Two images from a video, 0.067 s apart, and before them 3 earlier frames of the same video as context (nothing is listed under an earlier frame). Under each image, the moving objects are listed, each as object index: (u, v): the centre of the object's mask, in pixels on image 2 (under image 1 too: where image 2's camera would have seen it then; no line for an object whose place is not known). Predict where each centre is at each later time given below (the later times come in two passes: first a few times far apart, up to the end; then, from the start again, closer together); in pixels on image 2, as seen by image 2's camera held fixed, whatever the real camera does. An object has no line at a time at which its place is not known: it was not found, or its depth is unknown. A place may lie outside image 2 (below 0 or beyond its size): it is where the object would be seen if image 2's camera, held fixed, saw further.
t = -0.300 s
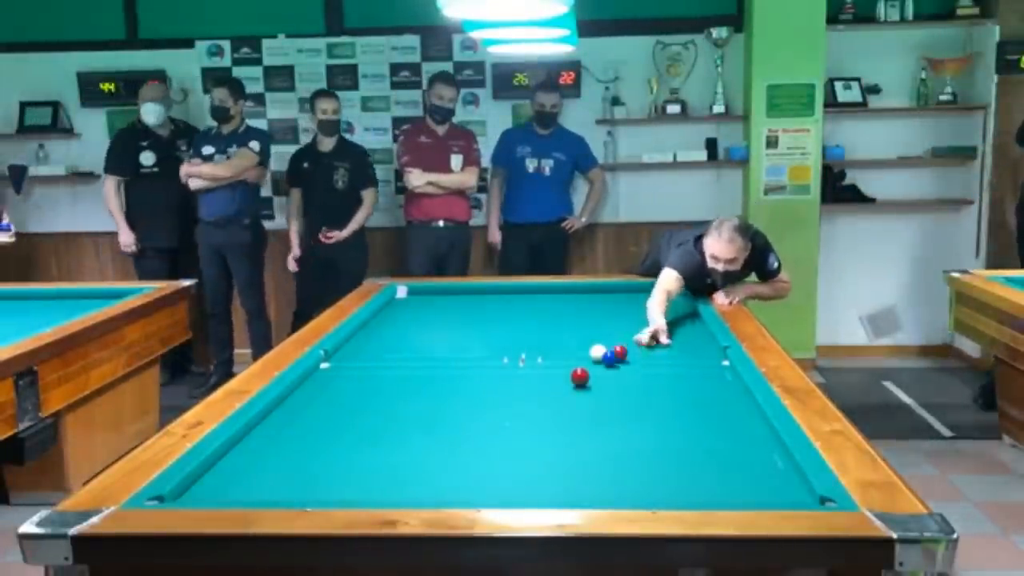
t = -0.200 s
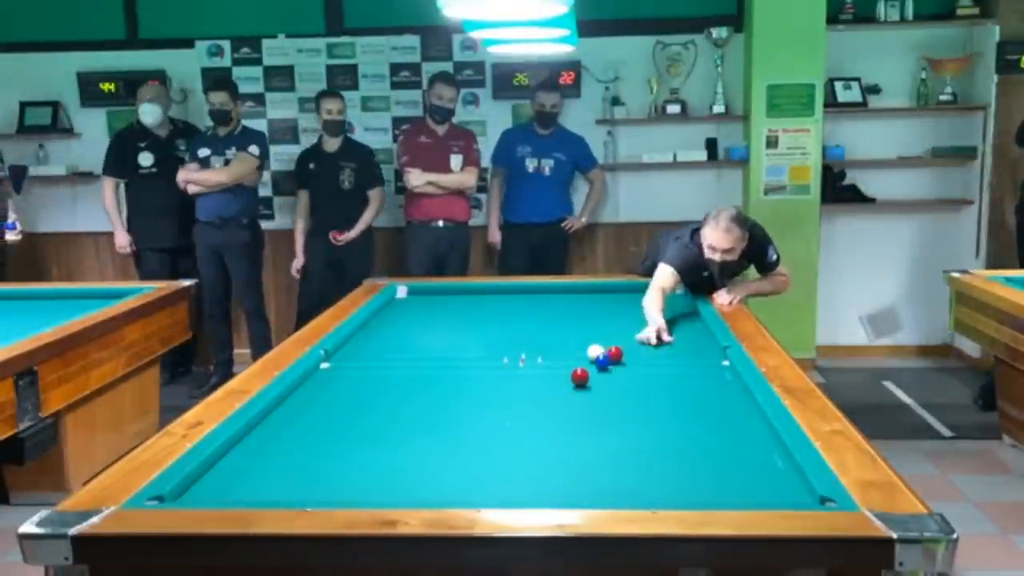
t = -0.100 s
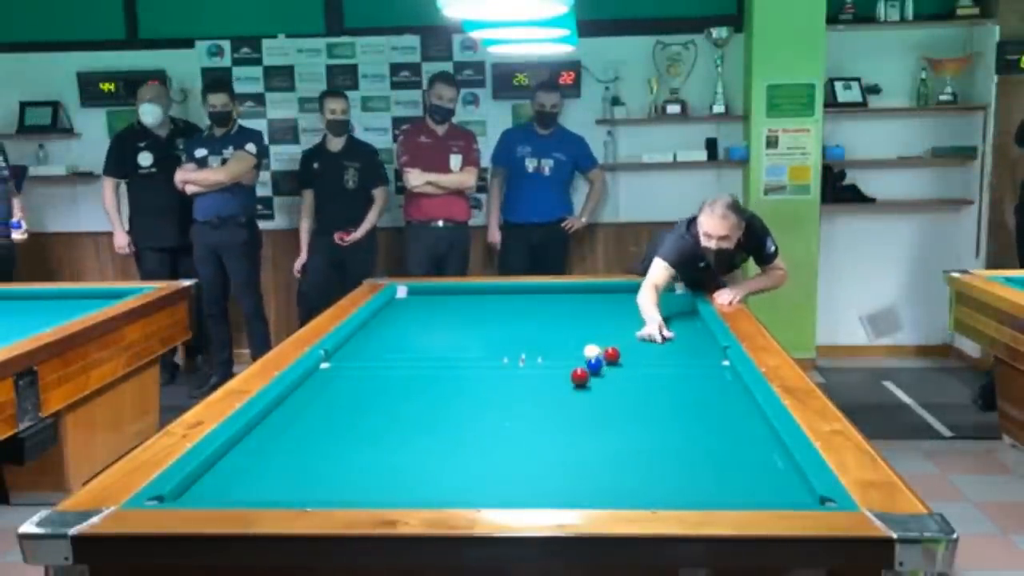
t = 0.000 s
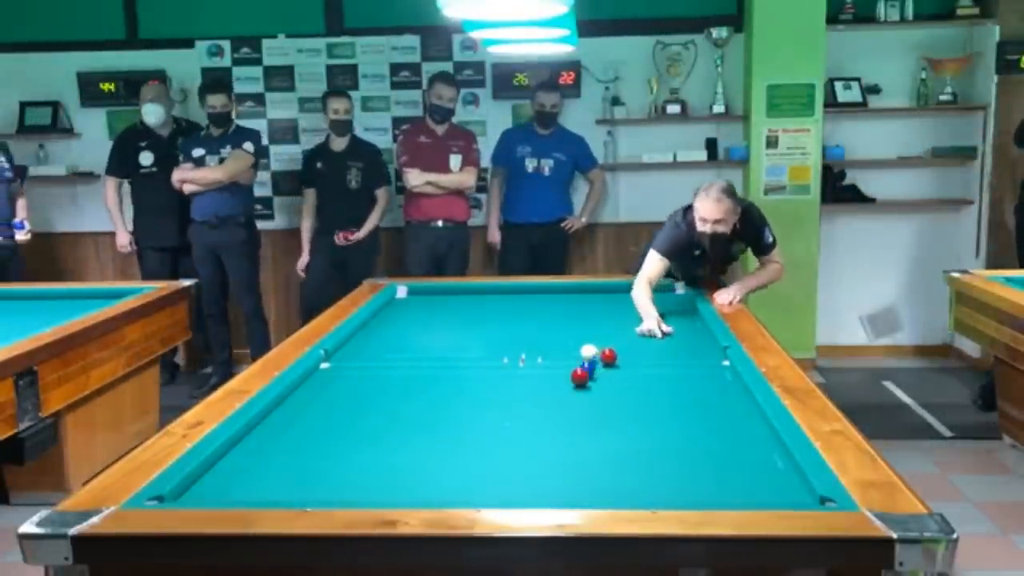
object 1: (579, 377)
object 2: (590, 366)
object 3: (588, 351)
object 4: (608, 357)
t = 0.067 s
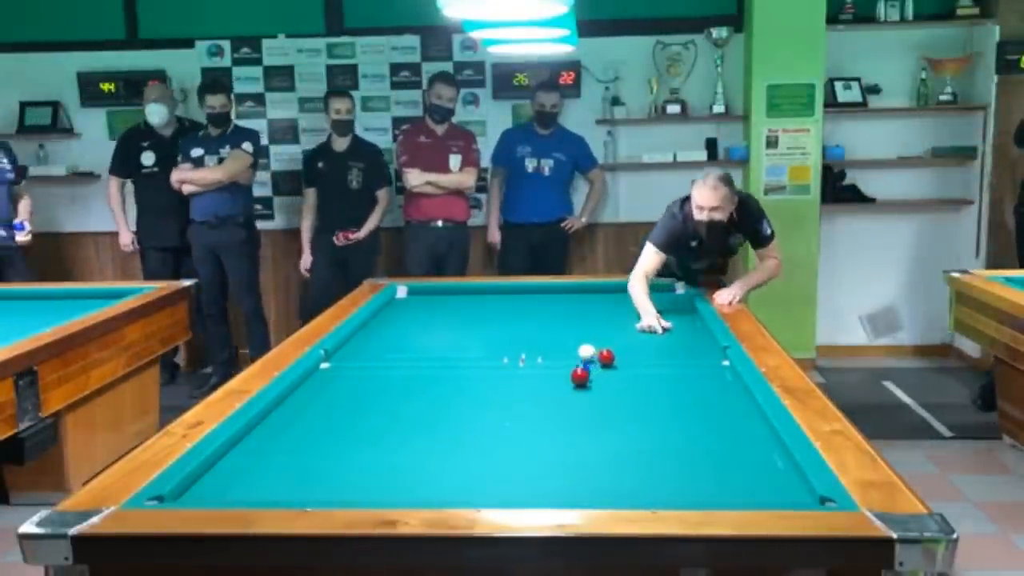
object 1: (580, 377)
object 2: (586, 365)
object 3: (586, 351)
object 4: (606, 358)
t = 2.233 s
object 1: (572, 423)
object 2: (461, 382)
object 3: (546, 350)
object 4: (544, 381)
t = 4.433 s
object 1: (570, 455)
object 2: (401, 389)
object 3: (545, 350)
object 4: (510, 395)
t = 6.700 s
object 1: (568, 462)
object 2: (395, 390)
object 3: (545, 350)
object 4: (507, 397)
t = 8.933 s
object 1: (568, 461)
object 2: (395, 390)
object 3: (544, 351)
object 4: (507, 397)
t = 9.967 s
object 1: (568, 461)
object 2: (395, 390)
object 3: (544, 351)
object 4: (507, 397)
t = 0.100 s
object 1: (580, 378)
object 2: (579, 368)
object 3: (585, 351)
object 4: (605, 358)
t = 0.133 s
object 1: (579, 378)
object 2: (577, 368)
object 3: (584, 351)
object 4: (604, 358)
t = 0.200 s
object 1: (579, 380)
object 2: (571, 370)
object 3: (582, 351)
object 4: (602, 359)
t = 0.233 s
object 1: (579, 381)
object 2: (568, 372)
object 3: (581, 351)
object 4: (600, 359)
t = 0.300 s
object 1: (578, 382)
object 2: (565, 373)
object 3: (579, 351)
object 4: (598, 360)
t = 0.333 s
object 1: (578, 382)
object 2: (564, 373)
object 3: (578, 351)
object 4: (597, 361)
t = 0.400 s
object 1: (578, 384)
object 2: (560, 374)
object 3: (576, 351)
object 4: (595, 361)
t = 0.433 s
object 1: (578, 385)
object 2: (558, 374)
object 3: (575, 351)
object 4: (594, 362)
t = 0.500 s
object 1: (578, 387)
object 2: (553, 375)
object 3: (573, 350)
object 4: (592, 363)
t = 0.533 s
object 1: (577, 387)
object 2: (551, 375)
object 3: (572, 350)
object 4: (591, 363)
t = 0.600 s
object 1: (577, 389)
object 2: (547, 375)
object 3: (571, 350)
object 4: (589, 364)
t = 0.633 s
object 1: (577, 390)
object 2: (545, 375)
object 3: (570, 350)
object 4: (588, 364)
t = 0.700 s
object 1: (577, 392)
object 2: (541, 376)
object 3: (568, 350)
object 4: (586, 365)
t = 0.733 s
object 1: (577, 392)
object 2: (539, 376)
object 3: (568, 350)
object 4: (585, 366)
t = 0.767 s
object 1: (576, 393)
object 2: (536, 376)
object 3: (567, 350)
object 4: (583, 366)
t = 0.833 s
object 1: (576, 395)
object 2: (532, 377)
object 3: (565, 350)
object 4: (581, 367)
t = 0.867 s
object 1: (576, 395)
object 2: (531, 377)
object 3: (565, 350)
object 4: (580, 367)
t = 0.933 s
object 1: (576, 397)
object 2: (527, 377)
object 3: (563, 350)
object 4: (578, 368)
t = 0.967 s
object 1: (575, 397)
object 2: (524, 377)
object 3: (562, 350)
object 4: (577, 368)
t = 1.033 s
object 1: (575, 399)
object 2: (521, 378)
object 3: (561, 350)
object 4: (575, 369)
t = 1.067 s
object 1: (575, 399)
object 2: (519, 378)
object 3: (560, 350)
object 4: (574, 369)
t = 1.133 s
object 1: (575, 401)
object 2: (515, 378)
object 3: (559, 350)
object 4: (572, 370)
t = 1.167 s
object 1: (575, 402)
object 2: (513, 378)
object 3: (559, 350)
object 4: (571, 370)
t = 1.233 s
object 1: (575, 403)
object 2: (509, 379)
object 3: (557, 350)
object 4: (569, 371)
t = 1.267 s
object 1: (574, 404)
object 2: (508, 379)
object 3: (557, 350)
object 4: (569, 371)
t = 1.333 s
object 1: (574, 405)
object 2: (504, 379)
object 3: (556, 350)
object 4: (567, 372)
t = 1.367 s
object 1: (574, 406)
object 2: (502, 379)
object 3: (555, 350)
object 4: (566, 373)
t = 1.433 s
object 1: (574, 408)
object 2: (499, 379)
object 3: (554, 350)
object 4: (564, 373)
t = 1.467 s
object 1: (574, 408)
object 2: (497, 380)
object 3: (553, 350)
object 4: (563, 373)
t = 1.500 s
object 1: (574, 409)
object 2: (495, 380)
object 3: (553, 350)
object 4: (562, 374)
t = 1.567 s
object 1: (574, 410)
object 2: (492, 380)
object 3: (552, 350)
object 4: (560, 375)
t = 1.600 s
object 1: (574, 411)
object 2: (490, 380)
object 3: (551, 350)
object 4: (560, 375)
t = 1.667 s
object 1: (573, 412)
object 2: (487, 380)
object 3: (551, 350)
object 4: (558, 375)
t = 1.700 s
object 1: (573, 413)
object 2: (486, 380)
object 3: (550, 350)
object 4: (557, 376)
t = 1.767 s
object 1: (573, 414)
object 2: (482, 381)
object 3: (549, 350)
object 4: (555, 377)
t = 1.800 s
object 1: (573, 415)
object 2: (481, 381)
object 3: (549, 350)
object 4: (554, 377)
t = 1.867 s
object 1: (573, 416)
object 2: (477, 381)
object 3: (549, 350)
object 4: (553, 378)
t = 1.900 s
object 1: (573, 417)
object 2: (476, 381)
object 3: (548, 350)
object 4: (552, 378)
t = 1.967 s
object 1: (573, 418)
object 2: (473, 382)
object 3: (547, 350)
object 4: (551, 378)
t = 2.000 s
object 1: (573, 419)
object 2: (471, 382)
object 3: (547, 350)
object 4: (550, 379)
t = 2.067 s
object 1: (573, 420)
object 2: (468, 382)
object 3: (547, 350)
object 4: (548, 379)
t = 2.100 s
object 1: (573, 421)
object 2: (467, 382)
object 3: (547, 350)
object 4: (547, 380)
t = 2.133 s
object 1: (573, 422)
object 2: (465, 382)
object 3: (547, 350)
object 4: (547, 380)
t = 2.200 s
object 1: (573, 423)
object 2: (462, 383)
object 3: (546, 350)
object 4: (545, 381)
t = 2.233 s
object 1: (572, 423)
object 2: (461, 382)
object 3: (546, 350)
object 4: (544, 381)
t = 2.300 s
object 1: (572, 425)
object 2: (458, 383)
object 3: (546, 350)
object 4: (543, 382)
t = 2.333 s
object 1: (572, 425)
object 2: (457, 383)
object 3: (546, 350)
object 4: (542, 382)
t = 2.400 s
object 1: (572, 426)
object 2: (454, 383)
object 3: (545, 350)
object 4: (540, 382)
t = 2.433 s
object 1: (572, 427)
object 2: (452, 383)
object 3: (545, 350)
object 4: (540, 383)
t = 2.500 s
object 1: (572, 428)
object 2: (450, 383)
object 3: (545, 350)
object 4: (538, 383)
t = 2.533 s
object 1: (572, 429)
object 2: (449, 383)
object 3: (545, 350)
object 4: (537, 384)
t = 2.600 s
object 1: (572, 430)
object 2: (446, 384)
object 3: (545, 350)
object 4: (536, 385)
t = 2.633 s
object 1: (572, 430)
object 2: (445, 384)
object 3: (545, 350)
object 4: (535, 384)
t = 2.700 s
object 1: (571, 432)
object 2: (443, 384)
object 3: (545, 350)
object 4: (534, 385)
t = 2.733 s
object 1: (571, 432)
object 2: (441, 384)
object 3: (545, 350)
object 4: (533, 385)
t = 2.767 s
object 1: (571, 433)
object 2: (440, 384)
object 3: (545, 350)
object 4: (533, 386)
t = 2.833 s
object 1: (571, 434)
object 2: (438, 385)
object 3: (545, 350)
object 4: (531, 386)
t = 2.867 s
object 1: (571, 434)
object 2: (437, 385)
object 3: (545, 350)
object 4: (531, 386)
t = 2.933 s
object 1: (571, 436)
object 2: (435, 385)
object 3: (545, 350)
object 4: (529, 387)
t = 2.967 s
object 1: (571, 436)
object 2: (433, 385)
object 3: (545, 350)
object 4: (529, 387)
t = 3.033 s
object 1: (571, 438)
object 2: (431, 385)
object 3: (545, 350)
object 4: (527, 388)
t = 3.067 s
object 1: (571, 438)
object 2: (430, 385)
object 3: (545, 350)
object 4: (527, 388)
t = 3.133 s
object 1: (571, 439)
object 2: (428, 386)
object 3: (545, 350)
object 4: (526, 389)
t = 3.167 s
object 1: (571, 440)
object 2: (427, 386)
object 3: (545, 350)
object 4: (525, 389)
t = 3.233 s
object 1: (571, 441)
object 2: (426, 386)
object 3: (545, 350)
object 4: (524, 389)
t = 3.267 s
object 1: (571, 441)
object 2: (424, 386)
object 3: (545, 350)
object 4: (524, 389)
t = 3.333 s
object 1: (571, 442)
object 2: (423, 386)
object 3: (545, 350)
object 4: (522, 390)
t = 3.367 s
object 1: (571, 443)
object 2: (421, 386)
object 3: (545, 350)
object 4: (522, 390)
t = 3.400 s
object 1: (571, 443)
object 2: (421, 386)
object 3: (545, 350)
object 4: (521, 390)
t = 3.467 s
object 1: (571, 444)
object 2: (419, 386)
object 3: (545, 350)
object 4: (520, 391)
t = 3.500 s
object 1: (571, 445)
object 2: (418, 386)
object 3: (545, 350)
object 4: (520, 391)
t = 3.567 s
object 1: (571, 445)
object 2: (417, 387)
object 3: (545, 350)
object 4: (519, 391)
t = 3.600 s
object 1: (571, 446)
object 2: (416, 387)
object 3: (545, 350)
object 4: (519, 391)
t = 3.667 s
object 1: (571, 446)
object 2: (414, 387)
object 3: (545, 350)
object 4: (518, 392)
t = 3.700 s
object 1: (571, 447)
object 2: (413, 387)
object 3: (545, 350)
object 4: (517, 392)
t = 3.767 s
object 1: (571, 448)
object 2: (412, 387)
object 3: (545, 350)
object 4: (516, 392)
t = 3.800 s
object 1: (571, 448)
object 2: (411, 387)
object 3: (545, 350)
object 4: (516, 392)
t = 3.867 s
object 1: (571, 449)
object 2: (410, 387)
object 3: (545, 350)
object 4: (515, 393)
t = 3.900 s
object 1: (571, 449)
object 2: (409, 388)
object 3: (545, 350)
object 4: (515, 393)
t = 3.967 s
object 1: (571, 450)
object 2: (408, 388)
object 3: (545, 350)
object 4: (514, 393)
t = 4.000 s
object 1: (571, 450)
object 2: (407, 388)
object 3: (545, 350)
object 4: (514, 393)
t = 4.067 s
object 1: (571, 451)
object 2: (406, 388)
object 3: (545, 350)
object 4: (513, 394)
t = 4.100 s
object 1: (571, 452)
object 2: (406, 388)
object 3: (545, 350)
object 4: (512, 394)
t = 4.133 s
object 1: (571, 452)
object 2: (405, 388)
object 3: (545, 350)
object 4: (512, 394)
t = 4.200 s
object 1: (571, 453)
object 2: (404, 388)
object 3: (545, 350)
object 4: (511, 394)
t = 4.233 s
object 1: (571, 453)
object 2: (404, 388)
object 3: (545, 350)
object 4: (511, 394)
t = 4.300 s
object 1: (571, 454)
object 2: (403, 389)
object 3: (545, 350)
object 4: (511, 395)
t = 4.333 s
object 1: (570, 454)
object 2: (402, 389)
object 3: (545, 350)
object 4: (510, 395)
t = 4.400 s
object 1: (570, 455)
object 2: (401, 389)
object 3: (545, 350)
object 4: (510, 395)
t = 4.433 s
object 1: (570, 455)
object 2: (401, 389)
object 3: (545, 350)
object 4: (510, 395)
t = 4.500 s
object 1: (570, 455)
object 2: (400, 389)
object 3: (545, 350)
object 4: (509, 395)
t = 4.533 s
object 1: (570, 456)
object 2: (400, 389)
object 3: (545, 350)
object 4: (509, 395)
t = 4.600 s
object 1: (570, 457)
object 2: (399, 389)
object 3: (545, 350)
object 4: (509, 396)
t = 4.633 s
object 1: (570, 457)
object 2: (399, 389)
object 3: (545, 350)
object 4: (508, 396)
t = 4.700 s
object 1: (570, 457)
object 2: (398, 390)
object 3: (545, 350)
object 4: (508, 396)
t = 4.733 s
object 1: (570, 457)
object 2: (398, 390)
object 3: (545, 350)
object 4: (508, 396)
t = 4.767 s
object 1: (569, 458)
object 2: (398, 390)
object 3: (545, 350)
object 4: (508, 396)
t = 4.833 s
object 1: (569, 458)
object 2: (397, 390)
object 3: (545, 350)
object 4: (507, 396)
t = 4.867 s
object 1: (569, 458)
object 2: (397, 390)
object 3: (545, 350)
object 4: (507, 396)
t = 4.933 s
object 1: (569, 459)
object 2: (397, 390)
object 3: (545, 350)
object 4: (507, 396)
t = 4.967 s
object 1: (569, 459)
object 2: (396, 390)
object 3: (545, 350)
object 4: (507, 396)
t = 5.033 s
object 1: (569, 459)
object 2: (396, 390)
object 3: (545, 350)
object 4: (507, 396)
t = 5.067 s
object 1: (568, 460)
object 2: (396, 390)
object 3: (545, 350)
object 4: (507, 396)
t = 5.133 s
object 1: (568, 460)
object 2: (396, 390)
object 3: (545, 350)
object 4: (507, 396)
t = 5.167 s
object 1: (568, 460)
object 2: (396, 390)
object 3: (545, 350)
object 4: (507, 396)
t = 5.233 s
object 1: (568, 460)
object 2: (395, 390)
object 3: (545, 350)
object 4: (507, 396)
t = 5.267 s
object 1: (568, 460)
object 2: (395, 390)
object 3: (545, 350)
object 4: (507, 396)
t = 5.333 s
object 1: (568, 460)
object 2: (395, 390)
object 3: (545, 350)
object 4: (507, 396)
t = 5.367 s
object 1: (568, 460)
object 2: (395, 390)
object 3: (545, 350)
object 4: (507, 397)
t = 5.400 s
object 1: (568, 461)
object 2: (395, 390)
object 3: (545, 350)
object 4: (507, 396)
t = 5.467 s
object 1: (568, 461)
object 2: (395, 390)
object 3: (545, 350)
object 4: (507, 397)
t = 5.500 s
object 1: (568, 461)
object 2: (395, 390)
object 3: (545, 350)
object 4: (507, 397)
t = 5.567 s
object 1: (568, 461)
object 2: (395, 390)
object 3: (545, 350)
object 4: (507, 397)
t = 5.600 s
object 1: (568, 461)
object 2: (395, 390)
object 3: (545, 350)
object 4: (507, 397)
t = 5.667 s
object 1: (568, 461)
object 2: (395, 390)
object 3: (545, 350)
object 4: (507, 397)
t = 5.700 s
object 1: (568, 462)
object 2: (395, 390)
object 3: (545, 350)
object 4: (507, 397)
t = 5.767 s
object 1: (568, 462)
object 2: (395, 390)
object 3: (545, 350)
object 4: (507, 397)
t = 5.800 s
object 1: (568, 461)
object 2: (395, 390)
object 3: (545, 350)
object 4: (507, 397)
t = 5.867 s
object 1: (568, 462)
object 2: (395, 390)
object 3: (545, 350)
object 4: (507, 397)
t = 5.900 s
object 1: (568, 462)
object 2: (395, 390)
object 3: (545, 350)
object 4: (507, 397)
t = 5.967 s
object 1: (568, 462)
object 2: (395, 390)
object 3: (545, 350)
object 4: (507, 397)
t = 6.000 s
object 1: (568, 462)
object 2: (395, 390)
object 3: (545, 350)
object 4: (507, 397)
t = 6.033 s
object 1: (568, 462)
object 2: (395, 390)
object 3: (545, 350)
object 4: (507, 397)
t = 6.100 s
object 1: (568, 462)
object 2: (395, 390)
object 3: (545, 350)
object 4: (507, 397)
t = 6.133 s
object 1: (568, 462)
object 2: (395, 390)
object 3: (545, 350)
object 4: (507, 397)
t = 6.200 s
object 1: (568, 462)
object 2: (395, 390)
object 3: (545, 350)
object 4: (507, 397)
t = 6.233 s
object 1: (568, 462)
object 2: (395, 390)
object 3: (545, 350)
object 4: (507, 397)
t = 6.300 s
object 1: (568, 462)
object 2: (395, 390)
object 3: (545, 350)
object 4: (507, 397)
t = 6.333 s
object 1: (568, 462)
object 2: (395, 390)
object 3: (545, 350)
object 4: (507, 397)
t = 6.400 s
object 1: (568, 462)
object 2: (395, 390)
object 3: (545, 350)
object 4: (507, 397)
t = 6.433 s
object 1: (568, 462)
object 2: (395, 390)
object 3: (545, 350)
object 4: (507, 397)
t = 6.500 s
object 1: (568, 462)
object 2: (395, 390)
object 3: (545, 350)
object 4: (507, 397)
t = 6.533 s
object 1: (568, 461)
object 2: (395, 390)
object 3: (545, 350)
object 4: (507, 397)
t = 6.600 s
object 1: (568, 462)
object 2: (395, 390)
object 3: (545, 350)
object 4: (507, 397)
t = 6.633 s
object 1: (568, 462)
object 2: (395, 390)
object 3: (545, 350)
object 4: (507, 397)
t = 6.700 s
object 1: (568, 462)
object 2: (395, 390)
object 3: (545, 350)
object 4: (507, 397)
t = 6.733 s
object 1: (568, 461)
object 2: (395, 390)
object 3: (545, 350)
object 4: (507, 397)
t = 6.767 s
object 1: (568, 461)
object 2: (395, 390)
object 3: (545, 350)
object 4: (507, 397)
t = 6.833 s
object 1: (568, 461)
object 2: (395, 390)
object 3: (545, 350)
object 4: (507, 397)
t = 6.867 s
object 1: (568, 462)
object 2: (395, 390)
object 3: (545, 350)
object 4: (507, 397)
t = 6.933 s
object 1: (568, 462)
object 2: (395, 390)
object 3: (545, 350)
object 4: (507, 397)
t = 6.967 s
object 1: (568, 462)
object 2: (395, 390)
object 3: (545, 350)
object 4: (507, 397)
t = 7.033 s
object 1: (568, 461)
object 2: (395, 390)
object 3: (545, 350)
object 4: (507, 397)
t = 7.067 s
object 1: (568, 462)
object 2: (395, 390)
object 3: (545, 350)
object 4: (507, 397)
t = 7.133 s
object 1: (568, 462)
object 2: (395, 390)
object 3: (545, 350)
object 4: (507, 397)
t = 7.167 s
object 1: (568, 462)
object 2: (395, 390)
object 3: (545, 350)
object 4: (507, 397)
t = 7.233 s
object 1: (568, 462)
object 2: (395, 390)
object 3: (545, 350)
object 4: (507, 397)
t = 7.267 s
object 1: (568, 462)
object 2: (395, 390)
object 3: (545, 350)
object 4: (507, 397)
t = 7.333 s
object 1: (568, 462)
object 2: (395, 390)
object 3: (545, 350)
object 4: (507, 397)
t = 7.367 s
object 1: (568, 462)
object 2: (395, 390)
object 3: (545, 350)
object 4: (507, 397)
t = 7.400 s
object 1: (568, 462)
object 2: (395, 390)
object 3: (545, 350)
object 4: (507, 397)
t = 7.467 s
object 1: (568, 462)
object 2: (395, 390)
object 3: (545, 350)
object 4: (507, 397)
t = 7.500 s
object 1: (568, 461)
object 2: (395, 391)
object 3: (545, 350)
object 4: (507, 397)
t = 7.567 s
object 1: (568, 461)
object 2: (395, 390)
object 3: (545, 350)
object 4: (507, 397)
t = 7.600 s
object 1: (568, 462)
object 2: (395, 391)
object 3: (545, 350)
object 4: (507, 397)
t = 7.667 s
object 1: (568, 461)
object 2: (395, 391)
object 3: (545, 350)
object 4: (507, 397)
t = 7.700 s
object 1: (568, 461)
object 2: (395, 391)
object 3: (545, 350)
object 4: (507, 397)
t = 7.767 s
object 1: (568, 461)
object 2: (395, 390)
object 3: (545, 350)
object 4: (507, 397)
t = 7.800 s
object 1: (568, 461)
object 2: (395, 390)
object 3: (545, 350)
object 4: (507, 397)
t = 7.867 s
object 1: (568, 461)
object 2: (395, 390)
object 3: (545, 351)
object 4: (507, 397)
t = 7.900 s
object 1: (568, 461)
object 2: (395, 390)
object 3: (545, 351)
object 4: (507, 397)
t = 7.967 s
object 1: (568, 461)
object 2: (395, 390)
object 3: (545, 351)
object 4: (507, 397)
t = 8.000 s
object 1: (568, 461)
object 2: (395, 390)
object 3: (545, 351)
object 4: (507, 397)
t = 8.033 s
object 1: (568, 461)
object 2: (395, 390)
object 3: (545, 351)
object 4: (507, 397)
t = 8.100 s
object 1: (568, 461)
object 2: (395, 390)
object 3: (544, 351)
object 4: (507, 397)
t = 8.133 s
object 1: (568, 461)
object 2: (395, 390)
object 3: (544, 351)
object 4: (507, 397)
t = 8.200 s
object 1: (568, 461)
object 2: (395, 390)
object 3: (544, 351)
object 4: (507, 397)
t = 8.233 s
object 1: (568, 461)
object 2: (395, 390)
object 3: (544, 351)
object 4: (507, 397)
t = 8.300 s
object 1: (568, 461)
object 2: (395, 390)
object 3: (544, 351)
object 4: (507, 397)
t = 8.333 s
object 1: (568, 461)
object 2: (395, 390)
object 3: (544, 351)
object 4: (507, 397)
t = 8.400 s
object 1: (568, 461)
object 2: (395, 390)
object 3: (544, 351)
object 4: (507, 397)
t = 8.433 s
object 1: (568, 461)
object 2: (395, 390)
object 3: (544, 351)
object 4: (507, 397)
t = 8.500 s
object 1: (568, 461)
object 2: (395, 390)
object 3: (544, 351)
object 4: (507, 397)
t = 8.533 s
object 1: (568, 461)
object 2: (395, 390)
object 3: (544, 351)
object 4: (507, 397)
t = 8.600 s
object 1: (568, 461)
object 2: (395, 390)
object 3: (544, 351)
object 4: (507, 397)
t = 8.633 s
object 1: (568, 461)
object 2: (395, 390)
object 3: (544, 351)
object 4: (507, 397)
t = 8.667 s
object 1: (568, 461)
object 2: (395, 390)
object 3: (544, 351)
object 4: (507, 397)
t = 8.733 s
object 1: (568, 461)
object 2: (395, 390)
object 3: (544, 351)
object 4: (507, 397)
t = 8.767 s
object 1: (568, 461)
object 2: (395, 390)
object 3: (544, 351)
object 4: (507, 397)
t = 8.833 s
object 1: (568, 461)
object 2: (395, 390)
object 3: (544, 351)
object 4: (507, 397)
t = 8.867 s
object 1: (568, 461)
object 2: (395, 390)
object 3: (544, 351)
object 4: (507, 397)
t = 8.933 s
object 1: (568, 461)
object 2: (395, 390)
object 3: (544, 351)
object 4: (507, 397)
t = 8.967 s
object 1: (568, 461)
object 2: (395, 390)
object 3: (544, 351)
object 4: (507, 397)
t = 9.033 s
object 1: (568, 461)
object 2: (395, 390)
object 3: (544, 351)
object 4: (507, 397)
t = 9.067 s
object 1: (568, 461)
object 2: (395, 390)
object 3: (544, 351)
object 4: (507, 397)
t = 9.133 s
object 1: (568, 461)
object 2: (395, 390)
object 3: (544, 351)
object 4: (507, 397)
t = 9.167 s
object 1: (568, 461)
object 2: (395, 390)
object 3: (544, 351)
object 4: (507, 397)
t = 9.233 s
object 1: (568, 461)
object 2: (395, 390)
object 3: (544, 351)
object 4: (507, 397)
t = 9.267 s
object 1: (568, 461)
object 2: (395, 390)
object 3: (544, 351)
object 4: (507, 397)
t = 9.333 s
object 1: (568, 461)
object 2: (395, 390)
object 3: (544, 351)
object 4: (507, 397)
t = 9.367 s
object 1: (568, 461)
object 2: (395, 390)
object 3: (544, 351)
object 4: (507, 397)
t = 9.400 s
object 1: (568, 461)
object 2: (395, 390)
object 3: (544, 351)
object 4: (507, 397)
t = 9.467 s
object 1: (568, 461)
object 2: (395, 390)
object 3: (544, 351)
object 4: (507, 397)
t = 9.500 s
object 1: (568, 461)
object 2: (395, 390)
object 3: (544, 351)
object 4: (507, 397)
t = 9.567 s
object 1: (568, 461)
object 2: (395, 390)
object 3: (544, 351)
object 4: (507, 397)
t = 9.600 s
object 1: (568, 461)
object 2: (395, 390)
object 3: (544, 351)
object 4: (507, 397)
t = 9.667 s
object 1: (568, 461)
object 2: (395, 390)
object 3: (544, 351)
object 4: (507, 397)
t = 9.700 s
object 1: (568, 461)
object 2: (395, 390)
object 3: (544, 351)
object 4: (507, 397)
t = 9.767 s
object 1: (568, 461)
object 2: (395, 390)
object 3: (544, 351)
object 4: (507, 397)
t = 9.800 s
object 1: (568, 461)
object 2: (395, 390)
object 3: (544, 351)
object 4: (507, 397)
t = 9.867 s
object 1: (568, 461)
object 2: (395, 390)
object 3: (544, 351)
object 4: (507, 397)
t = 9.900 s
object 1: (568, 461)
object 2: (395, 390)
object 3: (544, 351)
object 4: (507, 397)
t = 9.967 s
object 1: (568, 461)
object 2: (395, 390)
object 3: (544, 351)
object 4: (507, 397)
